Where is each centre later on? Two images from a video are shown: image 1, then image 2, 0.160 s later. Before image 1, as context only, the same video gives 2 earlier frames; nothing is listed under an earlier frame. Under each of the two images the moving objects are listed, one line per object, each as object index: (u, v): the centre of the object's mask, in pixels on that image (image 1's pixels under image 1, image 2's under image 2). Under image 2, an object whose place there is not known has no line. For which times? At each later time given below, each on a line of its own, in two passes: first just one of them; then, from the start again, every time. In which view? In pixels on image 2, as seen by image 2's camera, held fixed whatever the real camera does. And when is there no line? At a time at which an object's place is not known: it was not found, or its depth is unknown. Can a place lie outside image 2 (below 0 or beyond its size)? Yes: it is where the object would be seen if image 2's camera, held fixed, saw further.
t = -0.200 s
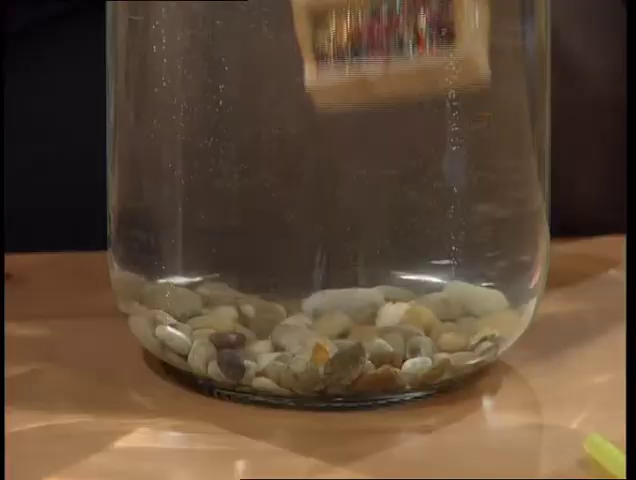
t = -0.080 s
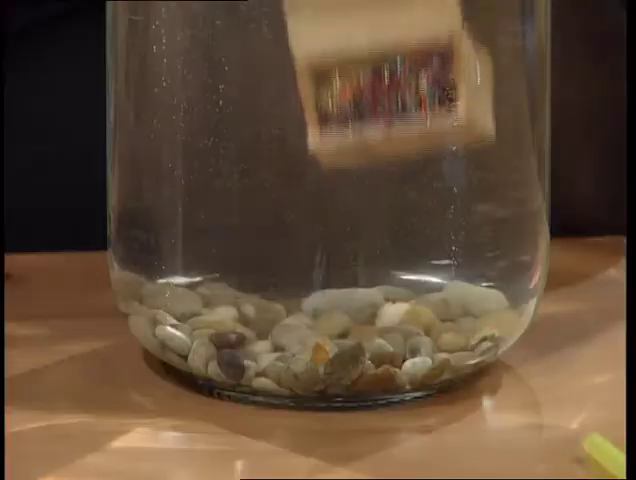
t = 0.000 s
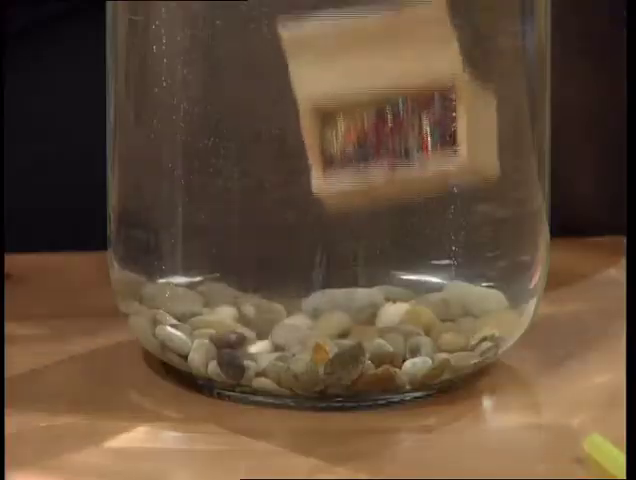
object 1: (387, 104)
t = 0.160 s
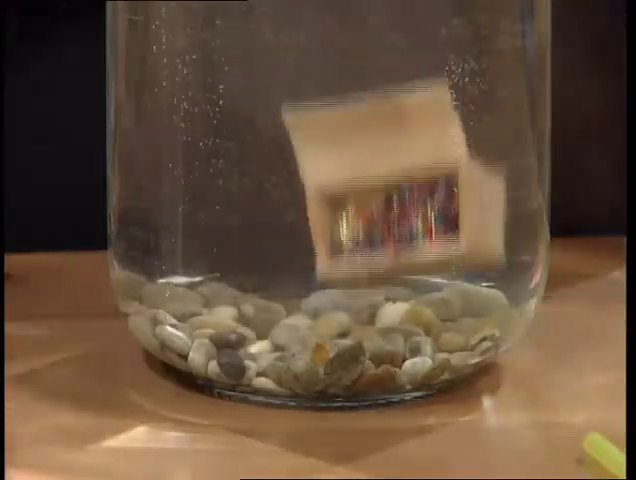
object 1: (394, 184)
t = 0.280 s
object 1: (407, 232)
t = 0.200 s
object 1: (394, 201)
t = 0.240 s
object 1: (400, 206)
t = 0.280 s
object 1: (407, 232)
